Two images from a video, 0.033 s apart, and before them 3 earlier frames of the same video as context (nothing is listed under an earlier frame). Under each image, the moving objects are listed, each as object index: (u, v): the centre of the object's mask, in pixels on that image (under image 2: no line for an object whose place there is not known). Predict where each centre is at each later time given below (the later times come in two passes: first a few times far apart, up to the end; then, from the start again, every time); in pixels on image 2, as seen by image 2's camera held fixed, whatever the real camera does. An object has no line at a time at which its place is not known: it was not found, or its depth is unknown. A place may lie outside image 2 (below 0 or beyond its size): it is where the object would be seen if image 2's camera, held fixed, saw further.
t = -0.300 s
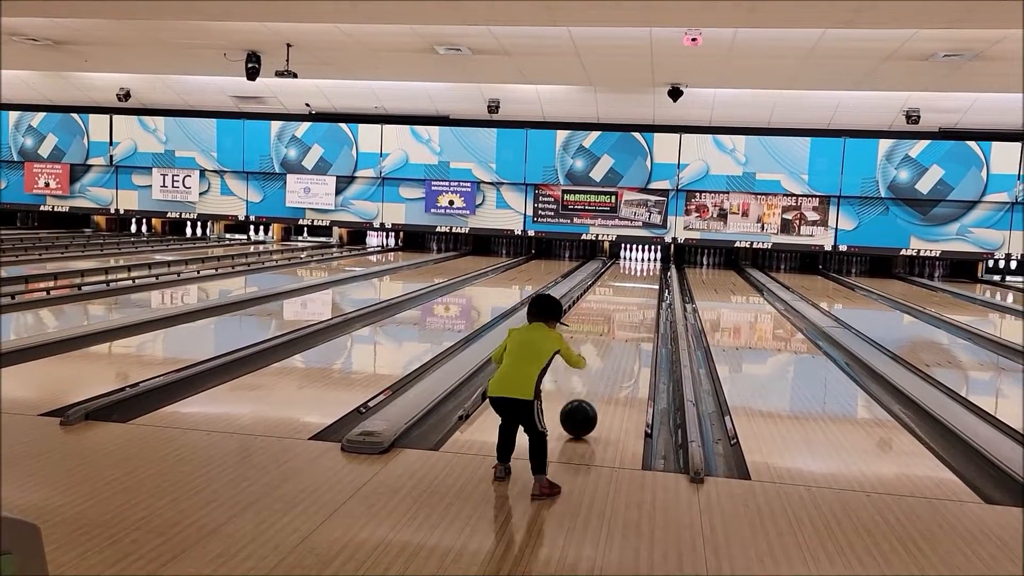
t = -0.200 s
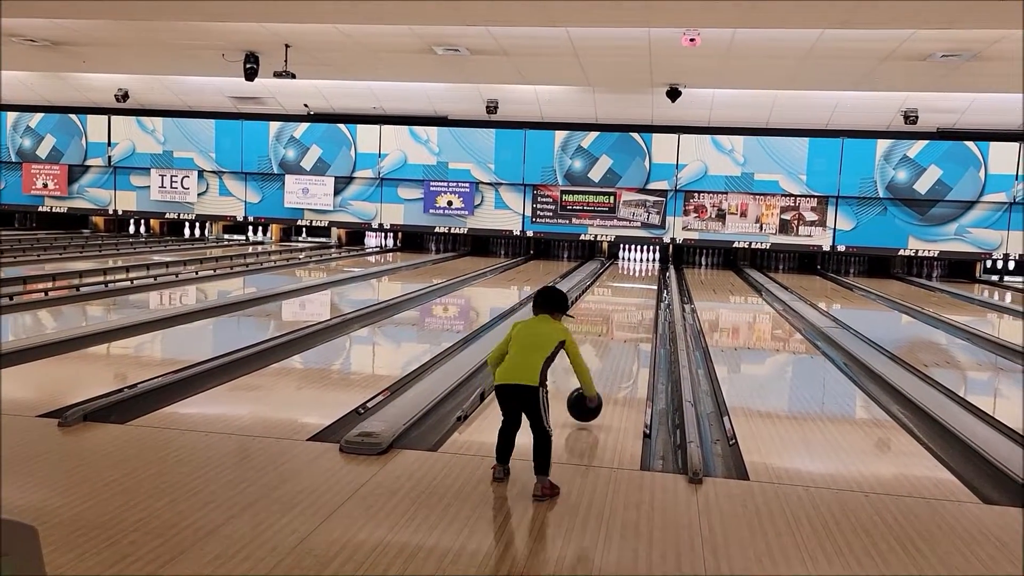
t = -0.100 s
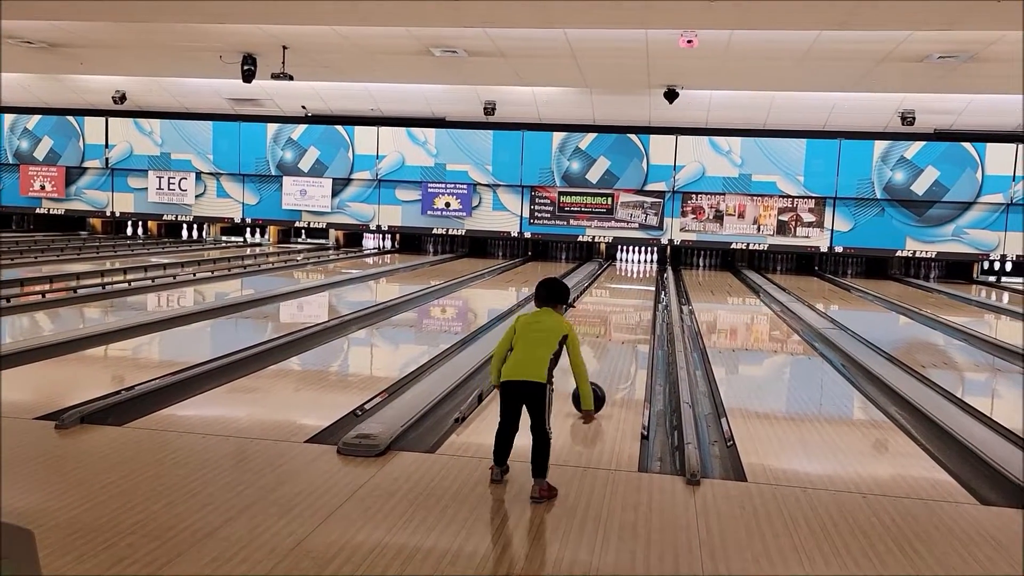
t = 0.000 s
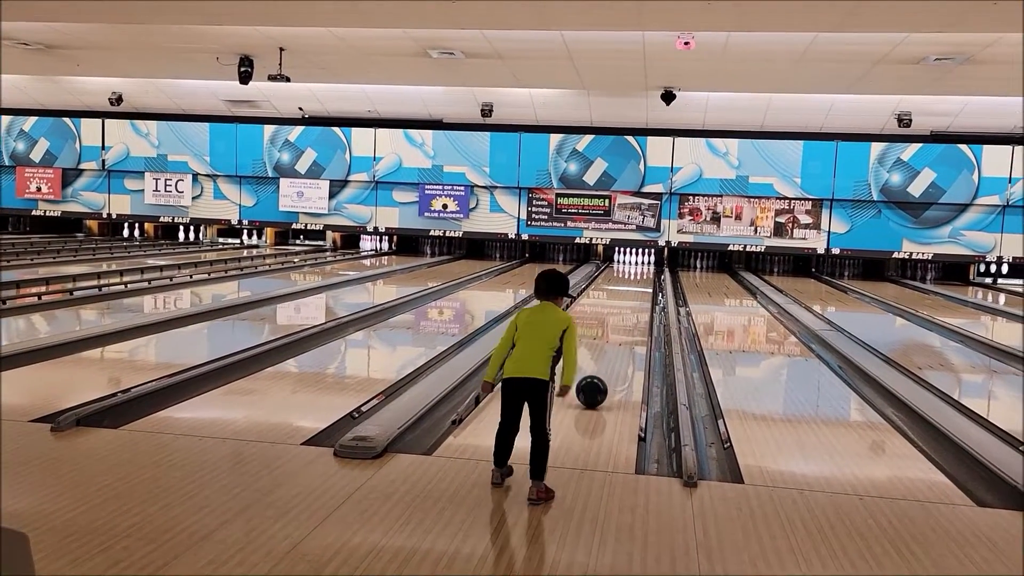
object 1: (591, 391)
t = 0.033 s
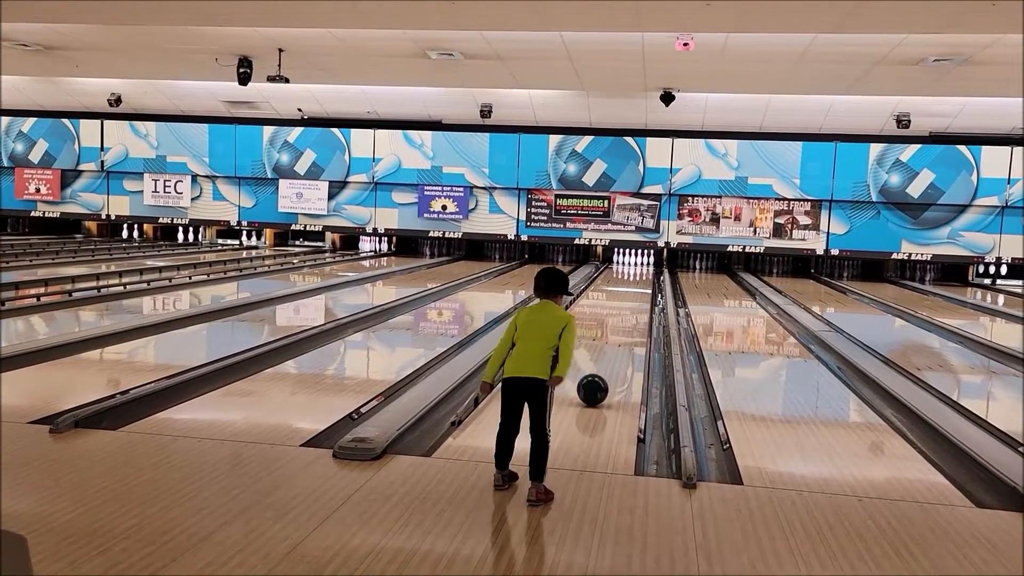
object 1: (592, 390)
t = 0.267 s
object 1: (604, 371)
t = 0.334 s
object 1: (606, 367)
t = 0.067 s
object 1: (594, 387)
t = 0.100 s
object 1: (596, 384)
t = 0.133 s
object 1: (598, 381)
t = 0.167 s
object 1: (599, 379)
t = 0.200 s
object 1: (601, 376)
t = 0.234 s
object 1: (602, 374)
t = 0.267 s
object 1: (604, 371)
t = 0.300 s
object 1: (605, 369)
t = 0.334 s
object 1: (606, 367)
